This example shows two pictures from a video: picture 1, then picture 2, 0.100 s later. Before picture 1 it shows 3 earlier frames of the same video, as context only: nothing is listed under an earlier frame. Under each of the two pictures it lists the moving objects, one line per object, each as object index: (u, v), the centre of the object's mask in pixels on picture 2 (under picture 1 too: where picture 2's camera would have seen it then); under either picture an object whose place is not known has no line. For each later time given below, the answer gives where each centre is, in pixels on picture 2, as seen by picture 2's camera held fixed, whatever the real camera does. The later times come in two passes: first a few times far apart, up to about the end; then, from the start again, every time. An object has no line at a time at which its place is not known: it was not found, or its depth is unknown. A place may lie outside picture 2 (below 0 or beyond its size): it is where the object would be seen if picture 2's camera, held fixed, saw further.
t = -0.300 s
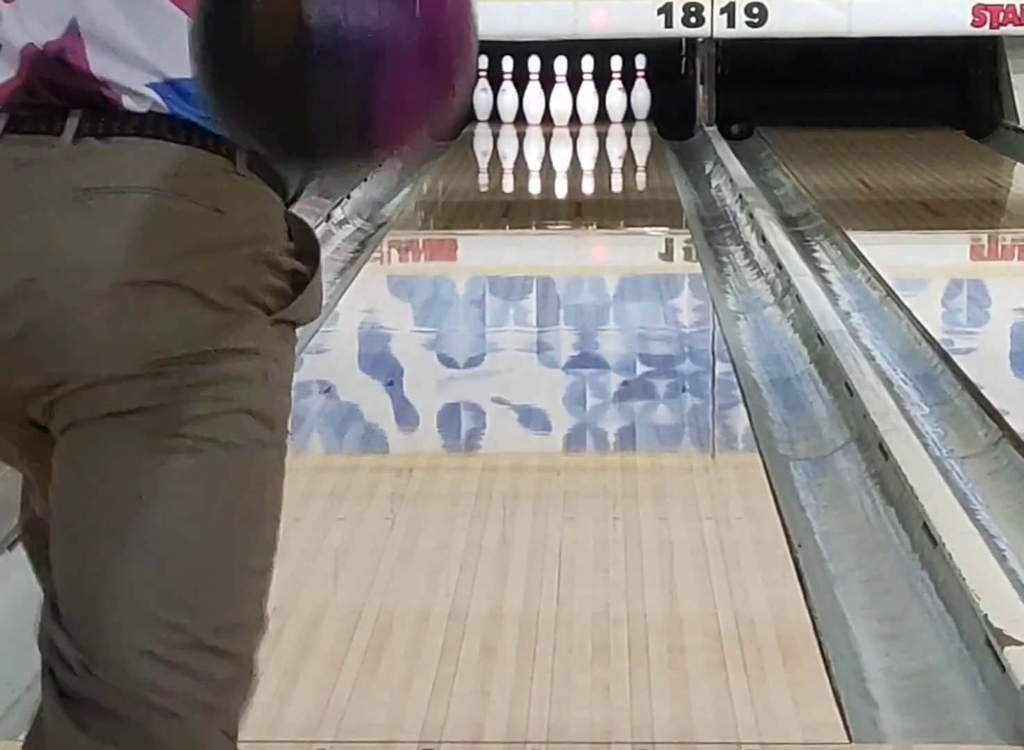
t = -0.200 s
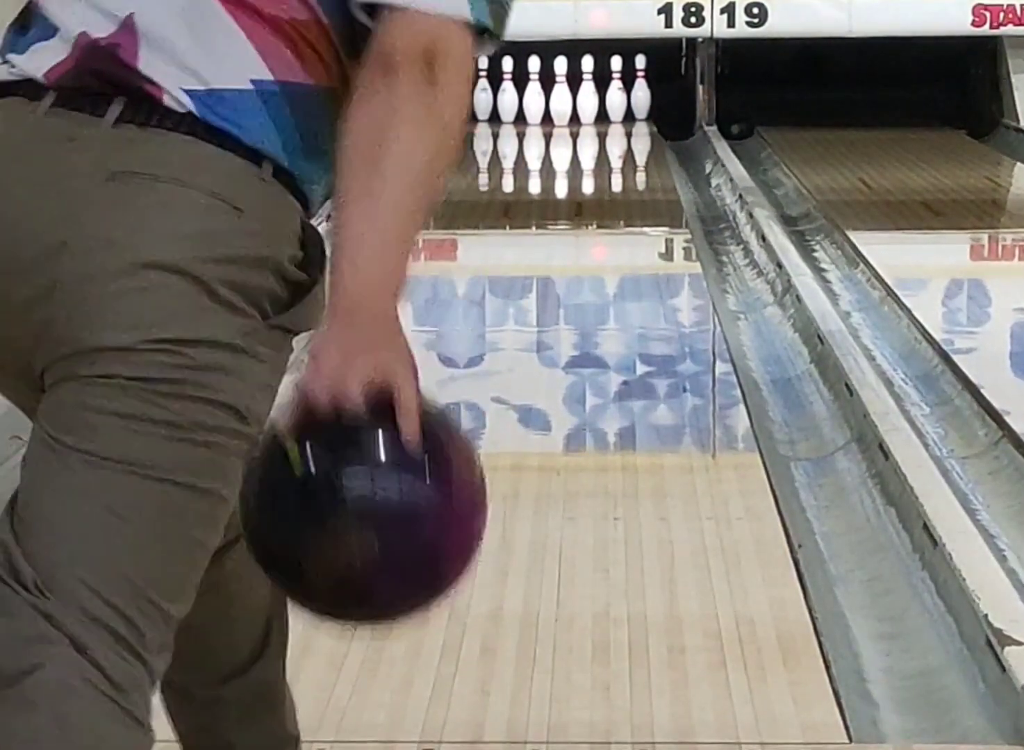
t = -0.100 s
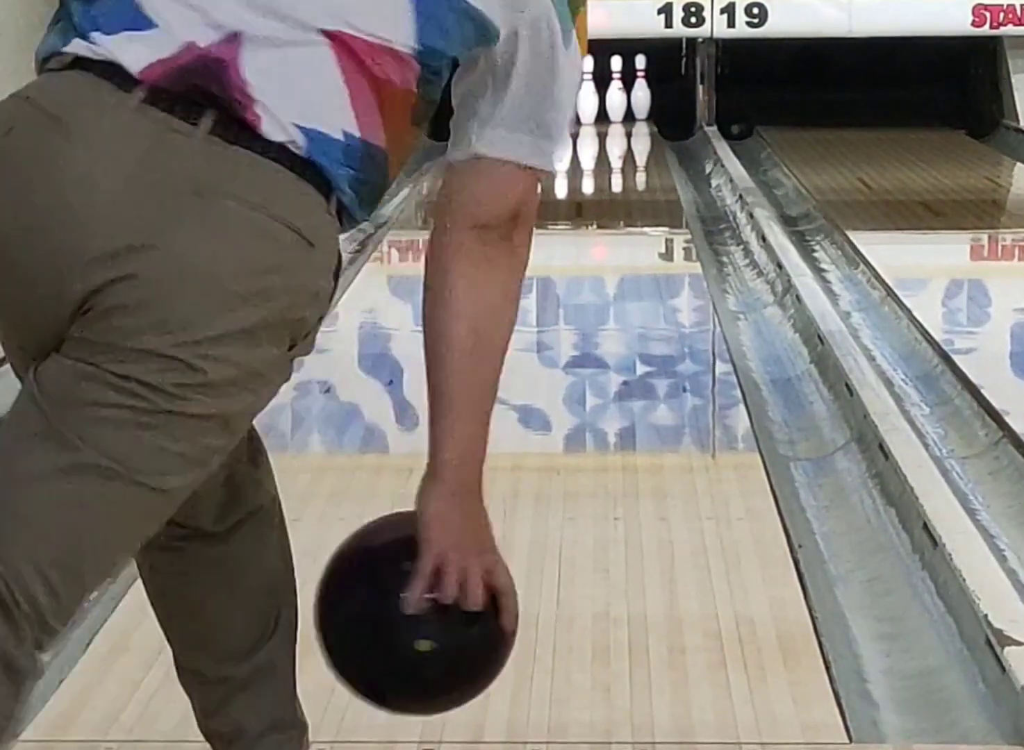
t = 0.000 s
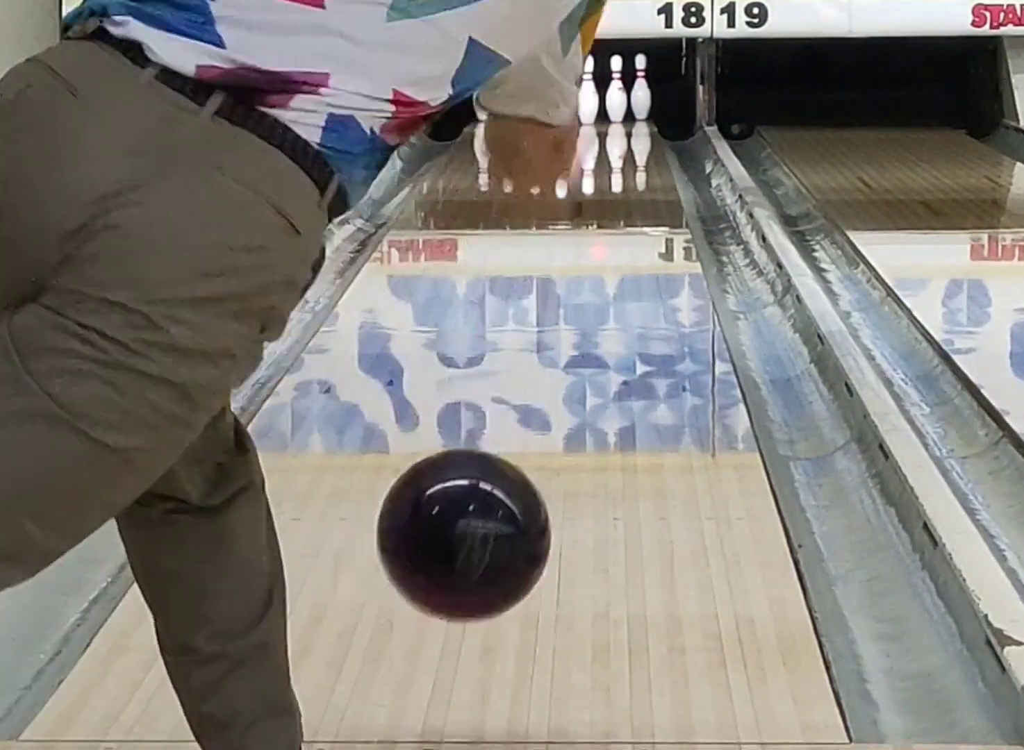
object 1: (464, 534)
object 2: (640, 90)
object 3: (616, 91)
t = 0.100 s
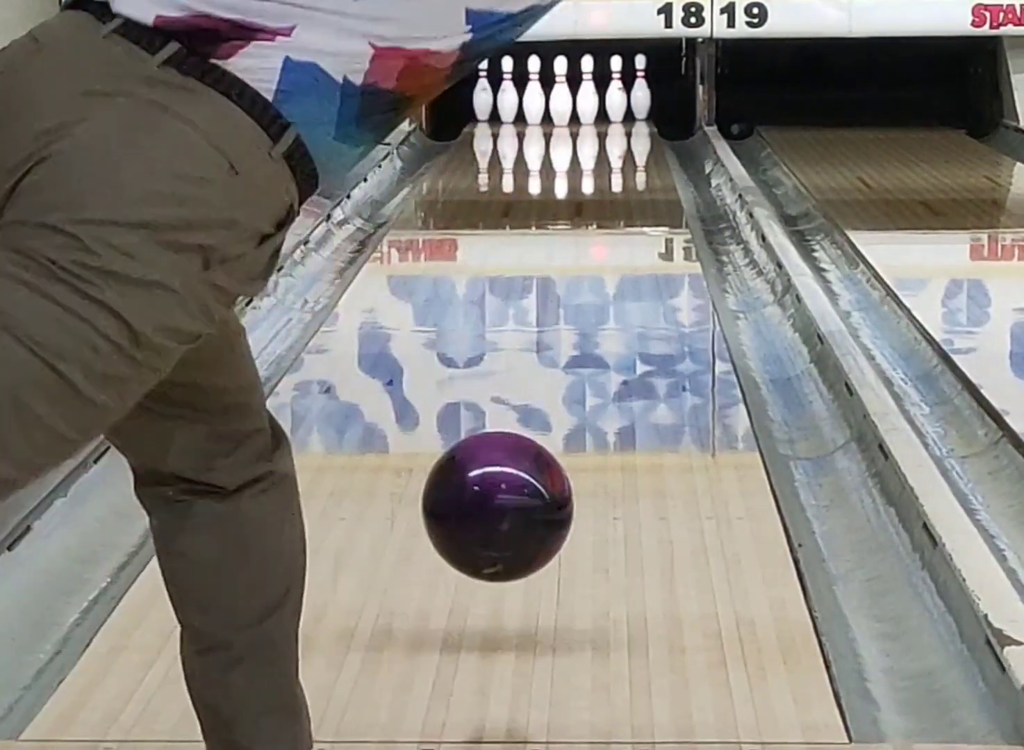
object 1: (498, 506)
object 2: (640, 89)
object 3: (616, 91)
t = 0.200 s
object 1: (523, 498)
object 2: (641, 89)
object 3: (616, 92)
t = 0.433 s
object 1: (566, 385)
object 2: (641, 89)
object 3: (617, 92)
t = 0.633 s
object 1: (588, 317)
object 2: (641, 89)
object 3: (616, 92)
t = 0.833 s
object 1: (603, 269)
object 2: (641, 89)
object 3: (616, 92)
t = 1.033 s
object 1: (615, 231)
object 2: (641, 89)
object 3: (616, 92)
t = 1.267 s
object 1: (622, 196)
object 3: (616, 92)
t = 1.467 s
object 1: (627, 173)
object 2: (641, 90)
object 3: (616, 92)
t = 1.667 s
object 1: (627, 155)
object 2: (641, 90)
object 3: (616, 92)
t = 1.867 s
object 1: (626, 139)
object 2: (641, 89)
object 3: (616, 90)
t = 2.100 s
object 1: (615, 124)
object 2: (641, 89)
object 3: (616, 83)
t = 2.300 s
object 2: (641, 90)
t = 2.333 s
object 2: (641, 90)
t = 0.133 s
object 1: (508, 513)
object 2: (641, 89)
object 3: (616, 92)
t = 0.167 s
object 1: (516, 525)
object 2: (641, 89)
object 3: (616, 92)
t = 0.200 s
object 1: (523, 498)
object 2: (641, 89)
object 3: (616, 92)
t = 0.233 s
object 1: (531, 474)
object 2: (641, 89)
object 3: (616, 92)
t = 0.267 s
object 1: (538, 460)
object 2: (641, 89)
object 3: (616, 92)
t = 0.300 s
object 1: (544, 445)
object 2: (641, 89)
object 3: (616, 92)
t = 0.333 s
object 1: (550, 429)
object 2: (641, 89)
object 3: (616, 92)
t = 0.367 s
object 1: (555, 413)
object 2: (641, 89)
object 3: (616, 92)
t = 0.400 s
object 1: (560, 399)
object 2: (641, 89)
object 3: (616, 92)
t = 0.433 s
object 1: (566, 385)
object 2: (641, 89)
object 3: (617, 92)
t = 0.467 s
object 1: (570, 371)
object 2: (641, 89)
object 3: (616, 92)
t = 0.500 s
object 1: (573, 359)
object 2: (641, 89)
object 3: (616, 92)
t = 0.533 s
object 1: (578, 348)
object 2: (641, 89)
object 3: (616, 92)
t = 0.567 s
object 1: (581, 336)
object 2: (640, 89)
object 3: (616, 92)
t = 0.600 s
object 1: (584, 327)
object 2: (641, 89)
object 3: (616, 92)
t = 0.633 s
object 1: (588, 317)
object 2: (641, 89)
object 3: (616, 92)
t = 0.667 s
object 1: (591, 308)
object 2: (641, 89)
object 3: (616, 92)
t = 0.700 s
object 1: (594, 300)
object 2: (641, 90)
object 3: (616, 92)
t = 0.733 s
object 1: (596, 292)
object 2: (641, 89)
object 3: (616, 92)
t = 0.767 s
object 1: (599, 284)
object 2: (641, 89)
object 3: (616, 92)
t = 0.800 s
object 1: (601, 277)
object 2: (641, 89)
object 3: (616, 92)
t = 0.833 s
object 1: (603, 269)
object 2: (641, 89)
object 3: (616, 92)
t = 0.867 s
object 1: (606, 262)
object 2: (641, 89)
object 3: (616, 92)
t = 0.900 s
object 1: (608, 255)
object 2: (641, 89)
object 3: (616, 92)
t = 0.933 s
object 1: (609, 249)
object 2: (641, 89)
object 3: (616, 92)
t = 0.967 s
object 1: (611, 242)
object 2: (641, 89)
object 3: (616, 92)
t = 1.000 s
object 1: (613, 236)
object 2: (641, 89)
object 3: (616, 92)
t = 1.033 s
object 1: (615, 231)
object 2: (641, 89)
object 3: (616, 92)
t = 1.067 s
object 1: (616, 225)
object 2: (641, 89)
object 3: (616, 92)
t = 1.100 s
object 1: (617, 220)
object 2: (641, 90)
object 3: (616, 92)
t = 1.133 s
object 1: (618, 214)
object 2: (641, 89)
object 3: (616, 92)
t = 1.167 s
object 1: (619, 209)
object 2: (641, 89)
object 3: (616, 92)
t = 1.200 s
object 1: (620, 205)
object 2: (641, 89)
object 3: (616, 92)
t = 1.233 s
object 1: (621, 200)
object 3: (616, 92)
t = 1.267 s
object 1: (622, 196)
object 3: (616, 92)
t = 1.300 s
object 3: (616, 92)
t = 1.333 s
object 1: (624, 188)
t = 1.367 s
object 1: (624, 184)
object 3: (616, 92)
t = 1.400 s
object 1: (625, 181)
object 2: (641, 89)
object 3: (616, 92)
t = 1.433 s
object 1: (627, 177)
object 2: (641, 90)
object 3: (616, 92)
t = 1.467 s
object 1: (627, 173)
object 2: (641, 90)
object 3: (616, 92)
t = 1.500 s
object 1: (627, 170)
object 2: (641, 89)
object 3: (616, 92)
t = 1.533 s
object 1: (628, 167)
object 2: (640, 90)
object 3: (616, 92)
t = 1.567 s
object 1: (628, 164)
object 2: (641, 90)
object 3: (616, 92)
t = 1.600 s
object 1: (628, 160)
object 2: (640, 90)
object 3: (616, 92)
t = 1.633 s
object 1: (628, 158)
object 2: (641, 90)
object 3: (616, 92)
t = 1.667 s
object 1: (627, 155)
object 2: (641, 90)
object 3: (616, 92)
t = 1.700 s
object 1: (627, 152)
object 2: (641, 90)
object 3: (616, 92)
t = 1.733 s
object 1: (627, 149)
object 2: (641, 90)
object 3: (616, 92)
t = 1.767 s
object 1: (627, 147)
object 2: (641, 90)
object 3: (616, 92)
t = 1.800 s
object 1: (626, 144)
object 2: (641, 90)
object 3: (616, 92)
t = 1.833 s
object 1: (627, 142)
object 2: (641, 89)
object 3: (616, 91)
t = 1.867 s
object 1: (626, 139)
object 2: (641, 89)
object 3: (616, 90)
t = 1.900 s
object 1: (625, 137)
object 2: (641, 89)
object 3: (616, 89)
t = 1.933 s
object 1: (623, 135)
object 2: (641, 89)
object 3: (616, 88)
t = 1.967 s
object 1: (622, 133)
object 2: (641, 88)
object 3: (616, 87)
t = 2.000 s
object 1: (621, 130)
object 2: (641, 89)
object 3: (616, 86)
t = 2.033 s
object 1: (619, 128)
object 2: (641, 88)
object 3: (616, 85)
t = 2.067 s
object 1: (617, 126)
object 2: (641, 89)
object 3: (616, 84)
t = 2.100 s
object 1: (615, 124)
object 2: (641, 89)
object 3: (616, 83)
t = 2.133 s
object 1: (613, 123)
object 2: (641, 89)
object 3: (616, 82)
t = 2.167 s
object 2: (641, 90)
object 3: (617, 81)
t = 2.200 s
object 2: (641, 90)
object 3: (617, 81)
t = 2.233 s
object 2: (640, 90)
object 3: (617, 82)
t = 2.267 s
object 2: (641, 90)
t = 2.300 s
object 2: (641, 90)
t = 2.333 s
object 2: (641, 90)
